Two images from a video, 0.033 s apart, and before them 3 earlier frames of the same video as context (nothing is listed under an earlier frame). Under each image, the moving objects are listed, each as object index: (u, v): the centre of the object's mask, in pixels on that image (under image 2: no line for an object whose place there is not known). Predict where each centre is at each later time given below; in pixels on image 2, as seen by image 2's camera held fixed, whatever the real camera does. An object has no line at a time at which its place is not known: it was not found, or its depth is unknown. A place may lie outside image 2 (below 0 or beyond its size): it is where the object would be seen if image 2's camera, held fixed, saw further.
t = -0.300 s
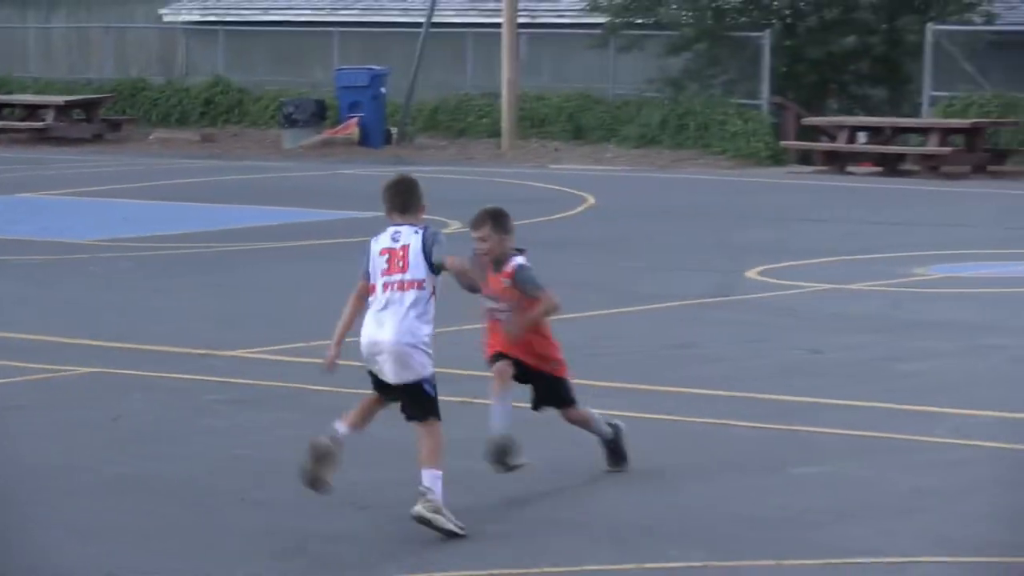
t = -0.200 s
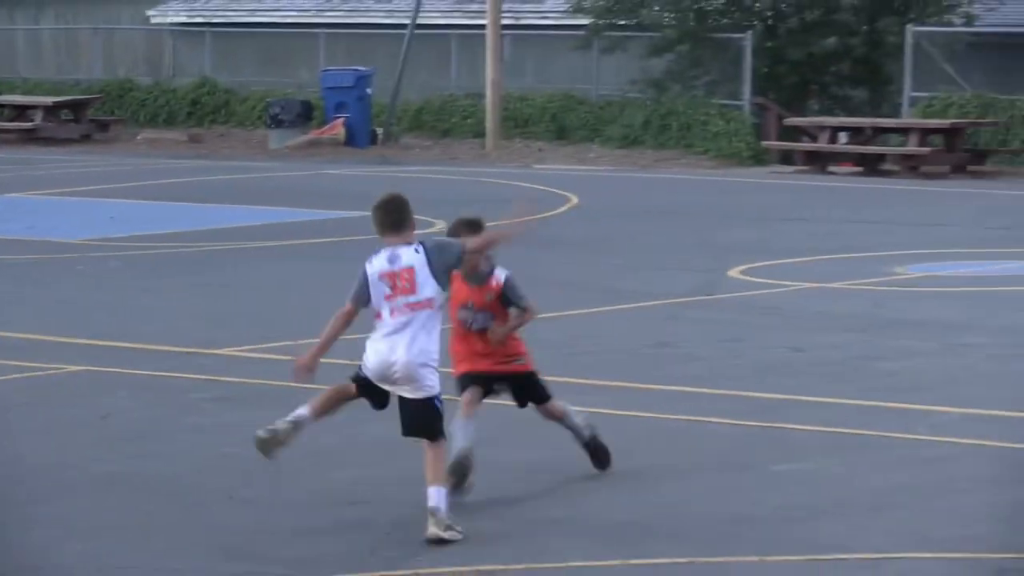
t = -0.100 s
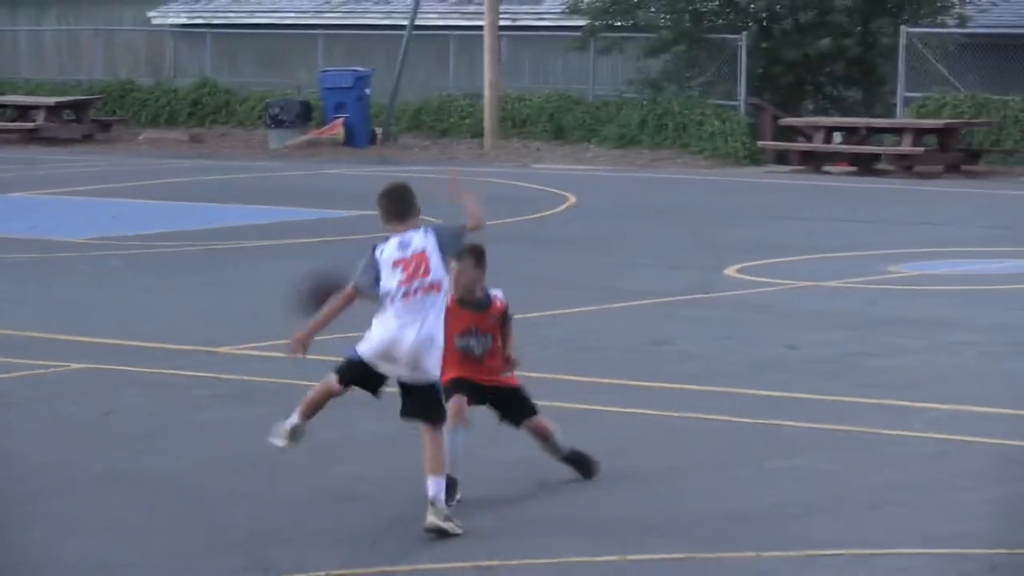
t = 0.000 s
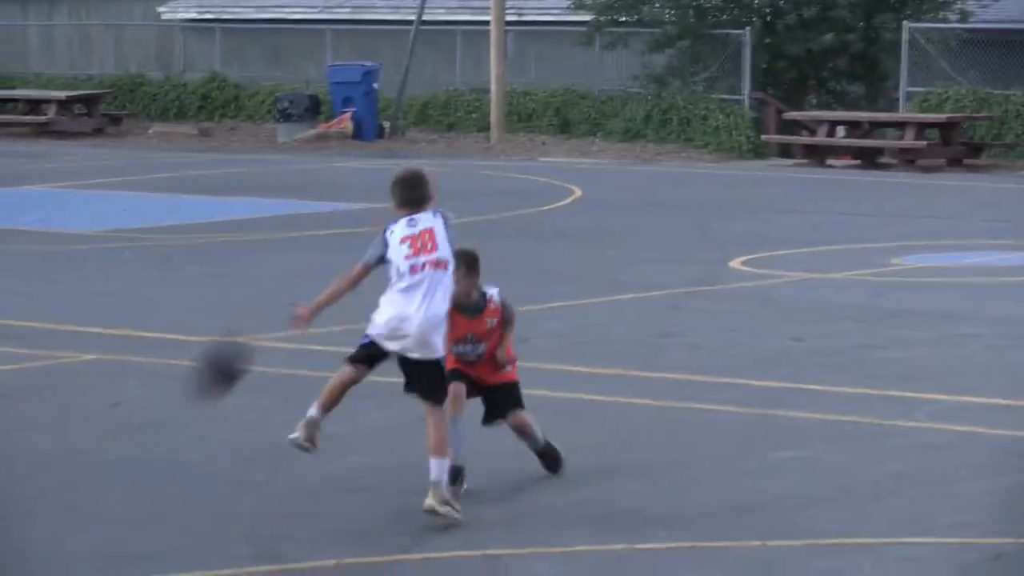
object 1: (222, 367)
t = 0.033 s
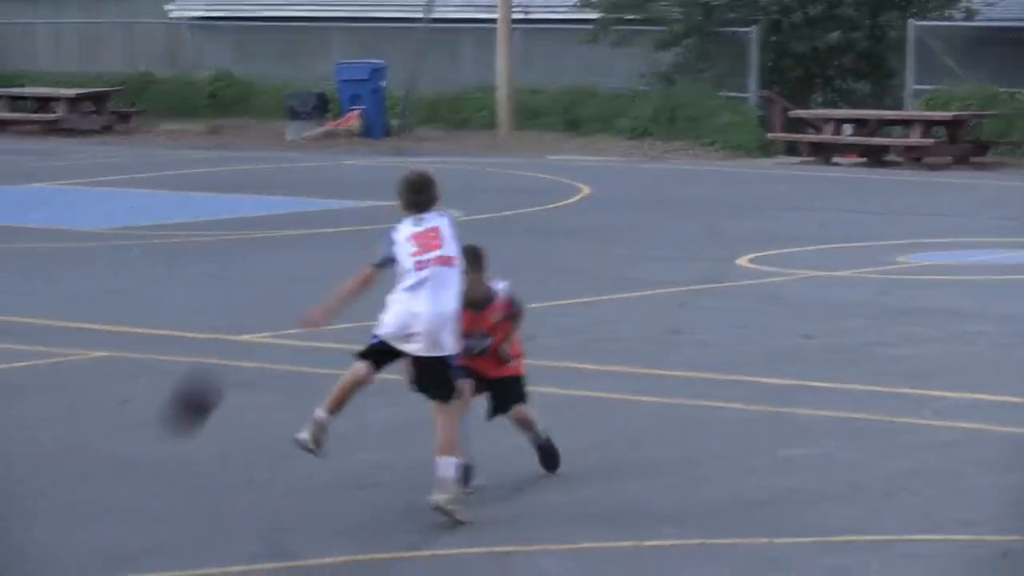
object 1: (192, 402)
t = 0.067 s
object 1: (153, 444)
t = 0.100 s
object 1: (113, 490)
